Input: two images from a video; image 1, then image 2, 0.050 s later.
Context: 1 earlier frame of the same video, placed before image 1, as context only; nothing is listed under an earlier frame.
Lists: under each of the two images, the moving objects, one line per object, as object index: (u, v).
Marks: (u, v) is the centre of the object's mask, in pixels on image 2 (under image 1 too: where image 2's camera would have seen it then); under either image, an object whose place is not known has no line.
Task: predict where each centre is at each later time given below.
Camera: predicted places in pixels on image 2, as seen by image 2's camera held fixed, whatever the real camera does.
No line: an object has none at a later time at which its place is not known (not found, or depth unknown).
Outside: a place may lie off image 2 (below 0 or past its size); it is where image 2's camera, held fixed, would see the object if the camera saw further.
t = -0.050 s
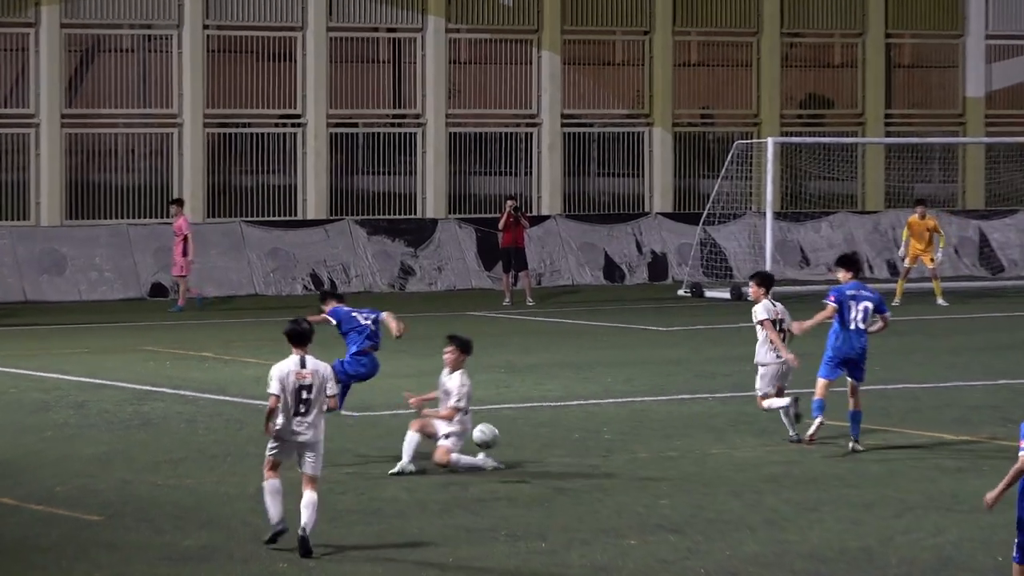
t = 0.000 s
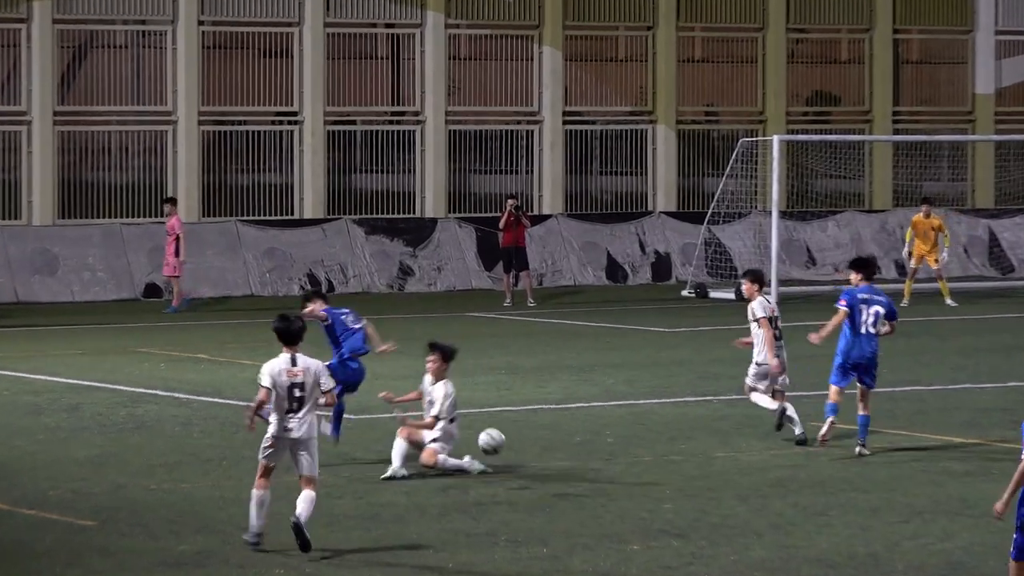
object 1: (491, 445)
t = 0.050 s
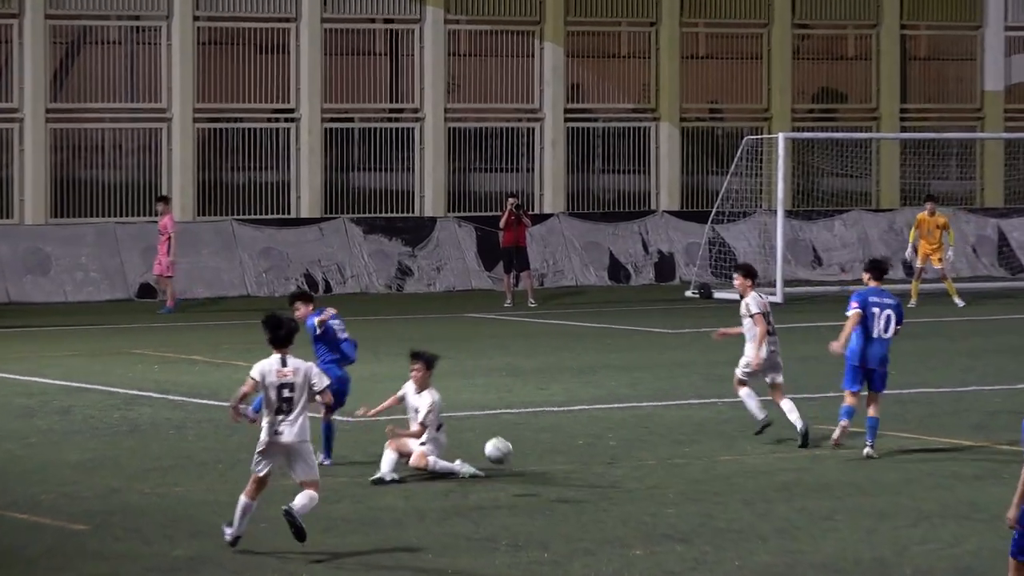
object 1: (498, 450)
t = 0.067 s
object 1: (500, 453)
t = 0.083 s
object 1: (502, 455)
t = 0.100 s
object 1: (504, 458)
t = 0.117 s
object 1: (507, 460)
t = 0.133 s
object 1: (509, 464)
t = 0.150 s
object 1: (511, 468)
